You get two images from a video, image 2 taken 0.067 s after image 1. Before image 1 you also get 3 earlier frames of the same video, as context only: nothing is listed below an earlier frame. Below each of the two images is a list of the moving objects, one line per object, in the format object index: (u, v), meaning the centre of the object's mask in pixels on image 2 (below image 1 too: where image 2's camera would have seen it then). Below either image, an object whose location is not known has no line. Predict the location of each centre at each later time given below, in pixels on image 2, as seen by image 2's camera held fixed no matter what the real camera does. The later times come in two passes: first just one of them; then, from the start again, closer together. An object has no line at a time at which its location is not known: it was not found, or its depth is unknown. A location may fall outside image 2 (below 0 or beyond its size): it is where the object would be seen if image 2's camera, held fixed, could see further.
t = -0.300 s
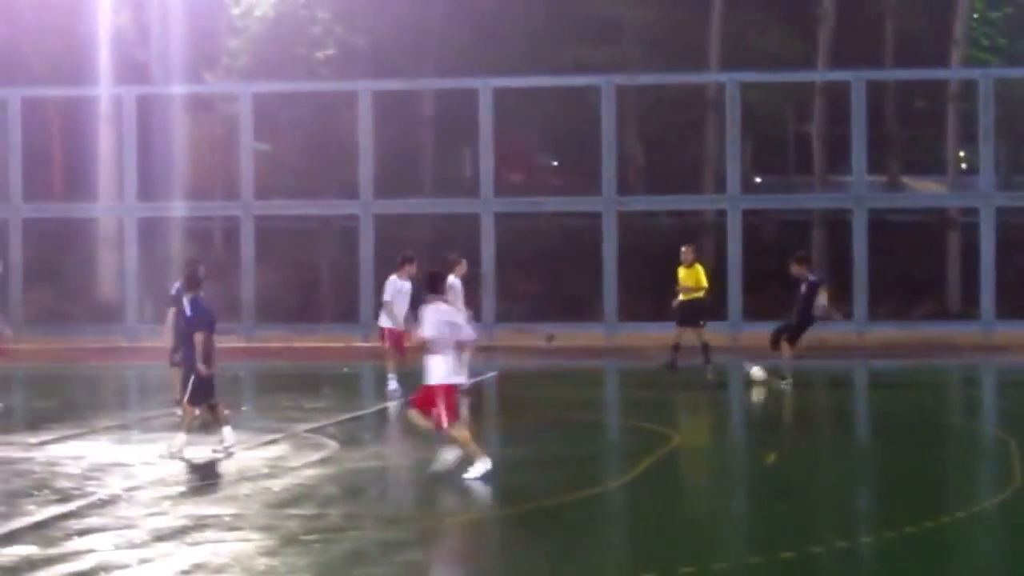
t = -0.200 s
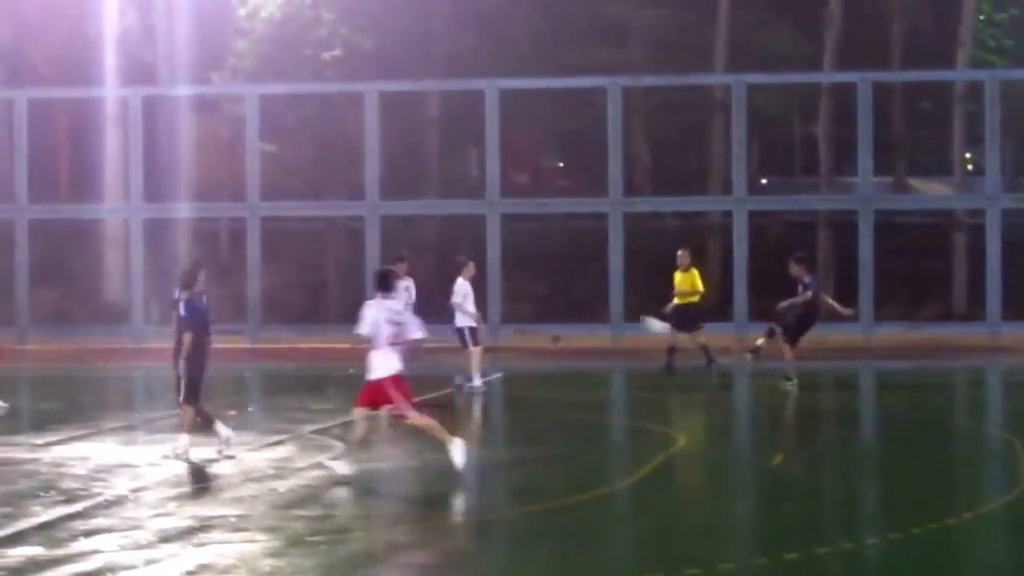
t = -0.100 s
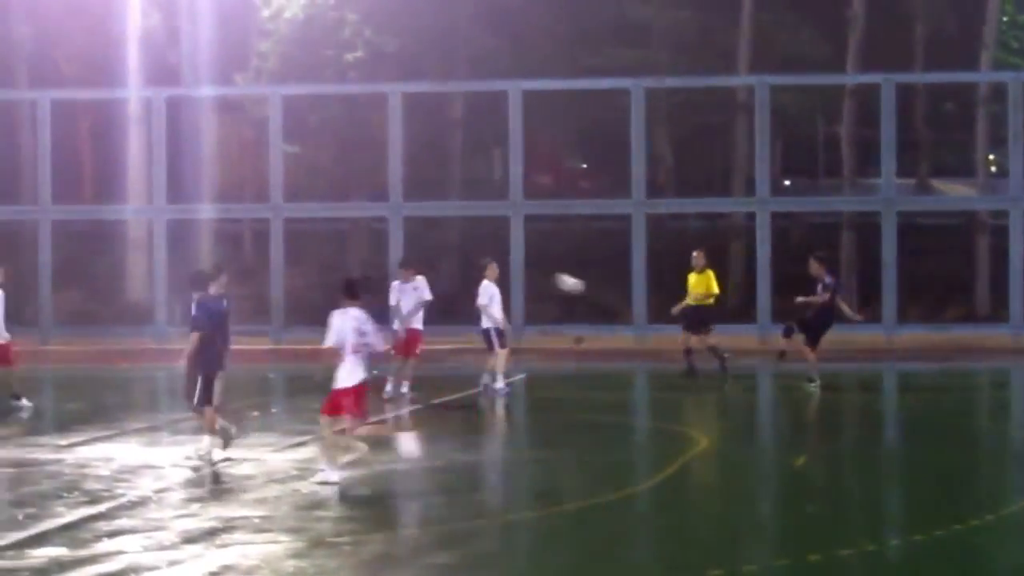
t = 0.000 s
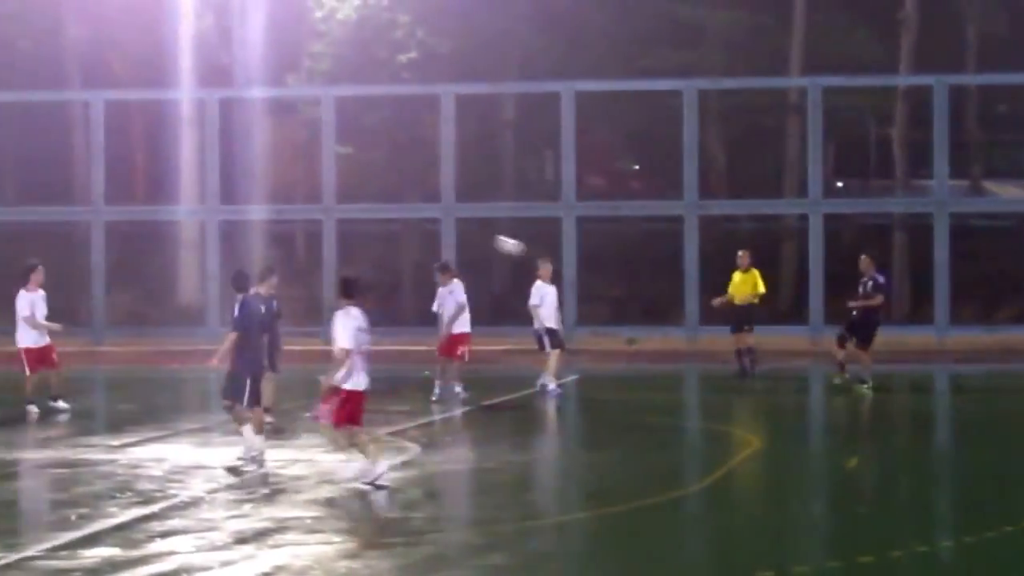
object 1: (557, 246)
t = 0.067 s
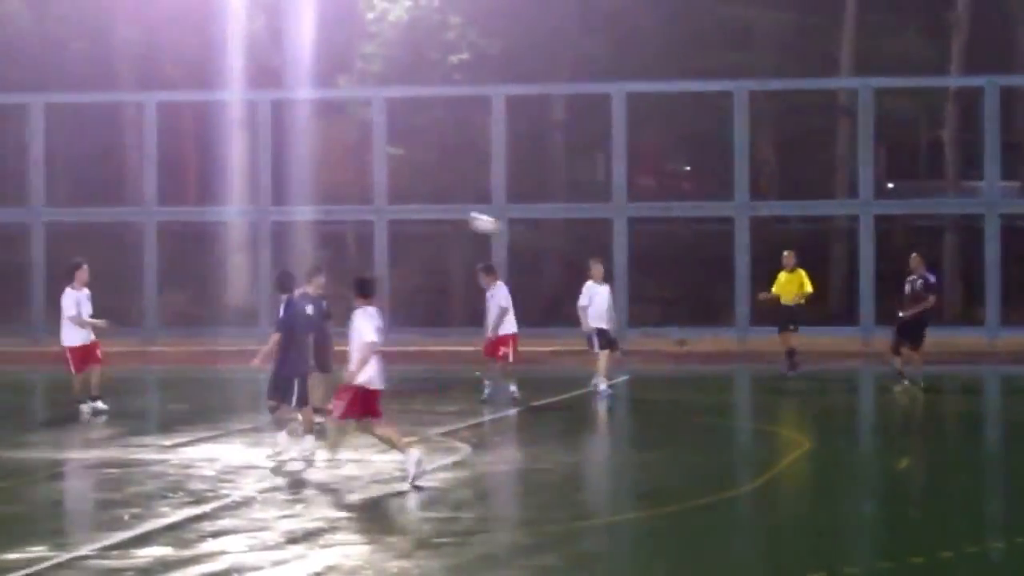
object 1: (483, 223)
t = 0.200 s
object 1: (350, 185)
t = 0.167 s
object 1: (387, 193)
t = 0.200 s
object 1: (350, 185)
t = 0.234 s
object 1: (313, 177)
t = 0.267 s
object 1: (274, 169)
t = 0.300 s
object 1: (232, 163)
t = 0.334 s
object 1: (190, 157)
